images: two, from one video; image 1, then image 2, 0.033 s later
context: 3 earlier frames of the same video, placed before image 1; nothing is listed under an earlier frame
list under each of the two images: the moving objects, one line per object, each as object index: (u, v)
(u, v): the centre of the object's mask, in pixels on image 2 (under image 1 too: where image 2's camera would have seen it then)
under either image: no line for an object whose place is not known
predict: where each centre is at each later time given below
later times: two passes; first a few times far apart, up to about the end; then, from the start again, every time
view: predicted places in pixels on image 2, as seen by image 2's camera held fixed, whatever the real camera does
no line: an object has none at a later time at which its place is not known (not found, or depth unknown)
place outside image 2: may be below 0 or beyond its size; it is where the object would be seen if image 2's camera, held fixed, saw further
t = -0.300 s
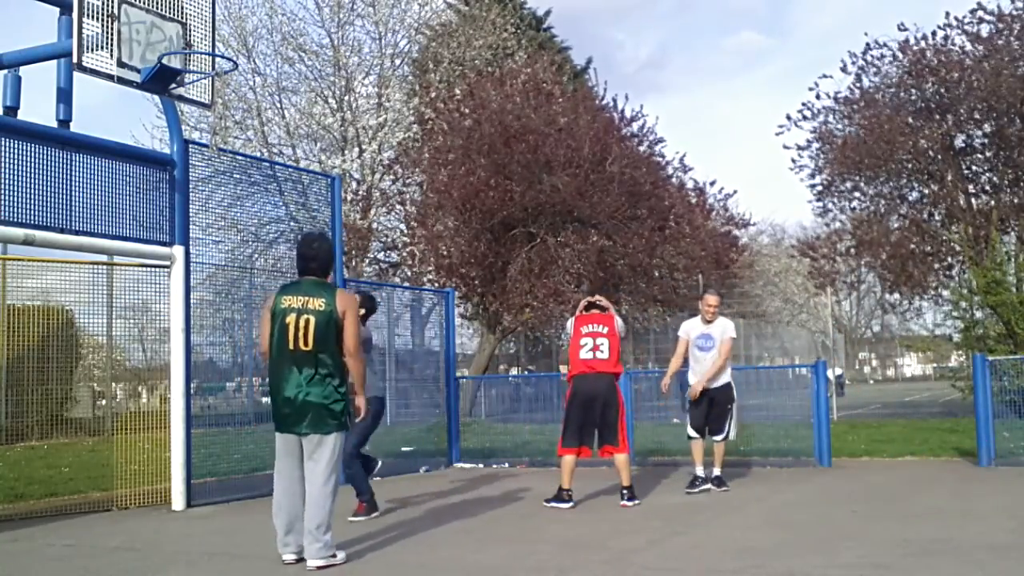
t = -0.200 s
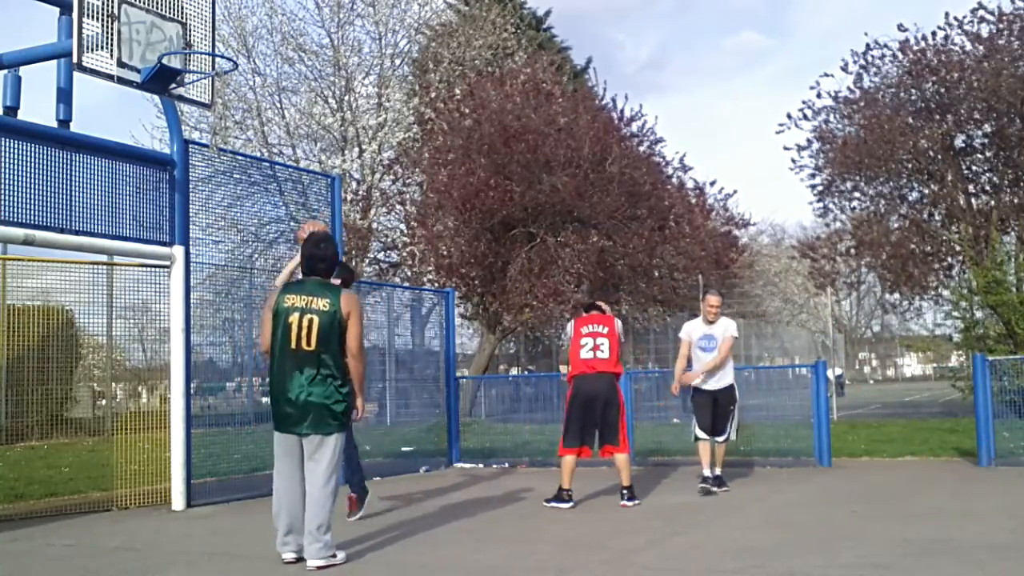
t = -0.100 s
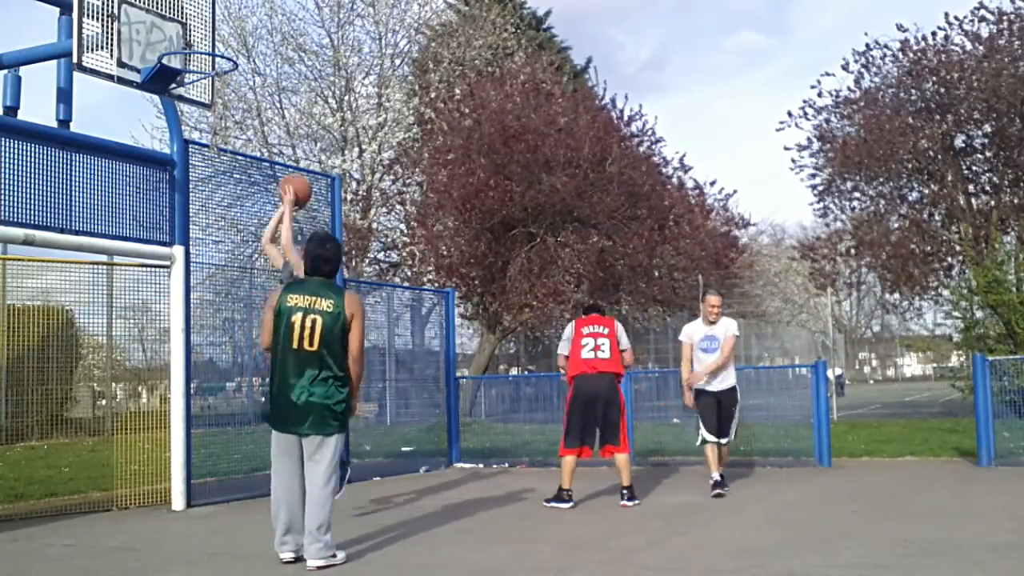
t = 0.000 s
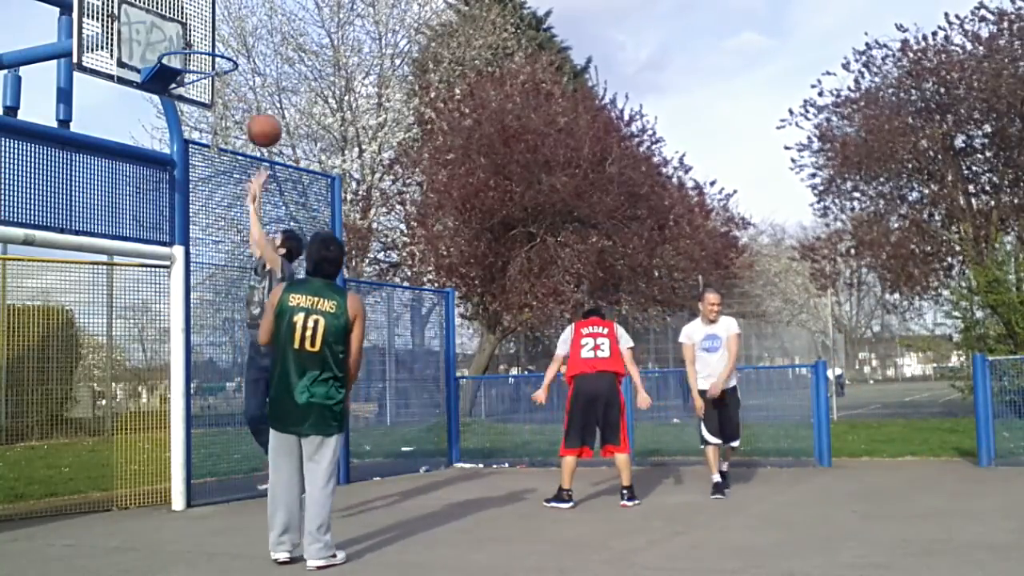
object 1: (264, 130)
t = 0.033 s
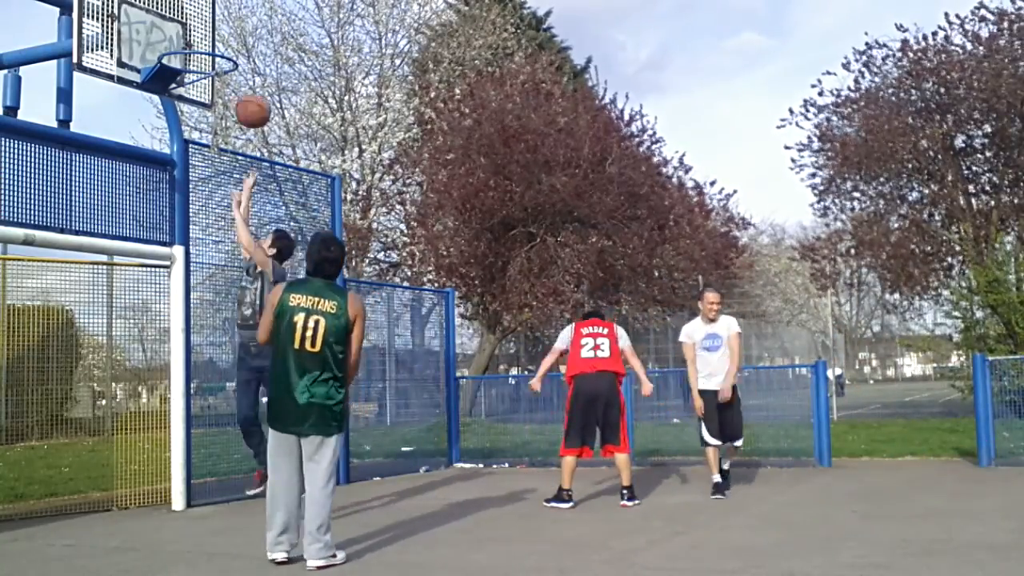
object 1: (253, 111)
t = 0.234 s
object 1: (190, 30)
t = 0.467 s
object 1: (176, 24)
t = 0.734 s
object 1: (159, 10)
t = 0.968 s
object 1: (140, 56)
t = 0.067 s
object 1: (241, 93)
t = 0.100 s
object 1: (230, 78)
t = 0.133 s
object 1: (220, 61)
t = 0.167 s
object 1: (206, 49)
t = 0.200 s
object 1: (194, 37)
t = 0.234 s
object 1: (190, 30)
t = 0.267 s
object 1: (188, 24)
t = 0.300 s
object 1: (186, 20)
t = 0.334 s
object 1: (184, 18)
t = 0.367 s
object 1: (182, 17)
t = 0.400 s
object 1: (180, 17)
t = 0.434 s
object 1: (178, 19)
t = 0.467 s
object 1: (176, 24)
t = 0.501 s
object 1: (174, 30)
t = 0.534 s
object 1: (172, 30)
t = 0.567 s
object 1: (170, 22)
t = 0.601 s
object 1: (167, 16)
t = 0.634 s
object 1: (165, 13)
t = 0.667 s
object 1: (163, 11)
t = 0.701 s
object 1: (161, 10)
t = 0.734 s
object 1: (159, 10)
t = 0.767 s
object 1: (156, 11)
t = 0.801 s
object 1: (154, 13)
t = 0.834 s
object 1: (151, 16)
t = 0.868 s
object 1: (148, 21)
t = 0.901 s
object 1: (145, 31)
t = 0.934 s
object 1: (143, 42)
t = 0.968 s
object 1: (140, 56)
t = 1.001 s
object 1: (138, 71)
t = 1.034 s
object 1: (135, 87)
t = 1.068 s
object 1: (132, 107)
